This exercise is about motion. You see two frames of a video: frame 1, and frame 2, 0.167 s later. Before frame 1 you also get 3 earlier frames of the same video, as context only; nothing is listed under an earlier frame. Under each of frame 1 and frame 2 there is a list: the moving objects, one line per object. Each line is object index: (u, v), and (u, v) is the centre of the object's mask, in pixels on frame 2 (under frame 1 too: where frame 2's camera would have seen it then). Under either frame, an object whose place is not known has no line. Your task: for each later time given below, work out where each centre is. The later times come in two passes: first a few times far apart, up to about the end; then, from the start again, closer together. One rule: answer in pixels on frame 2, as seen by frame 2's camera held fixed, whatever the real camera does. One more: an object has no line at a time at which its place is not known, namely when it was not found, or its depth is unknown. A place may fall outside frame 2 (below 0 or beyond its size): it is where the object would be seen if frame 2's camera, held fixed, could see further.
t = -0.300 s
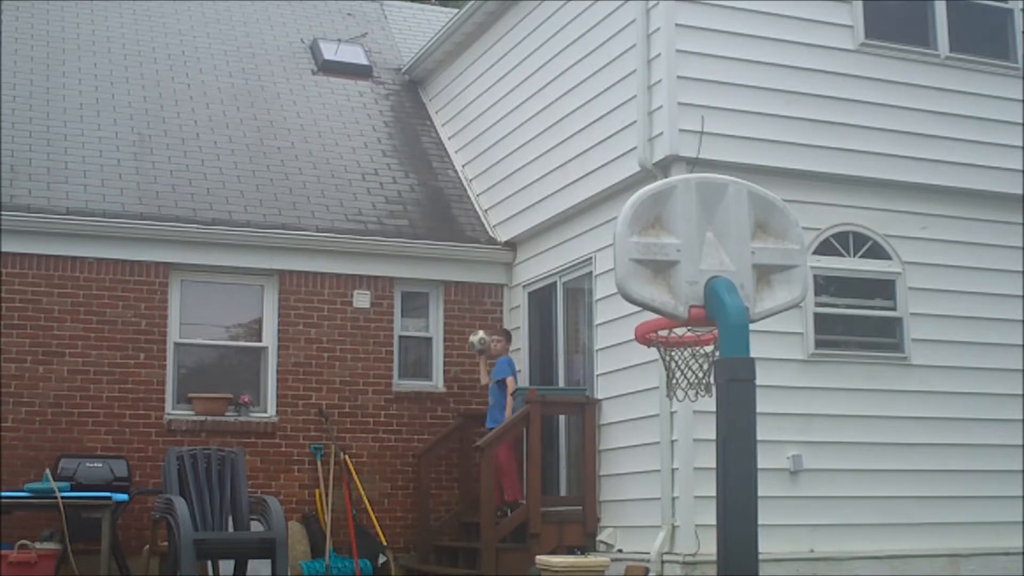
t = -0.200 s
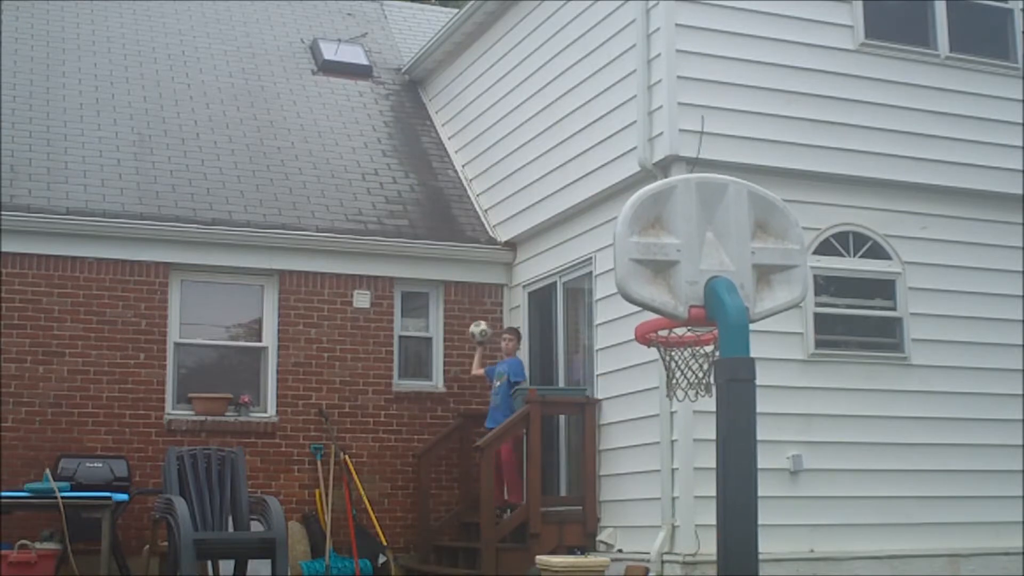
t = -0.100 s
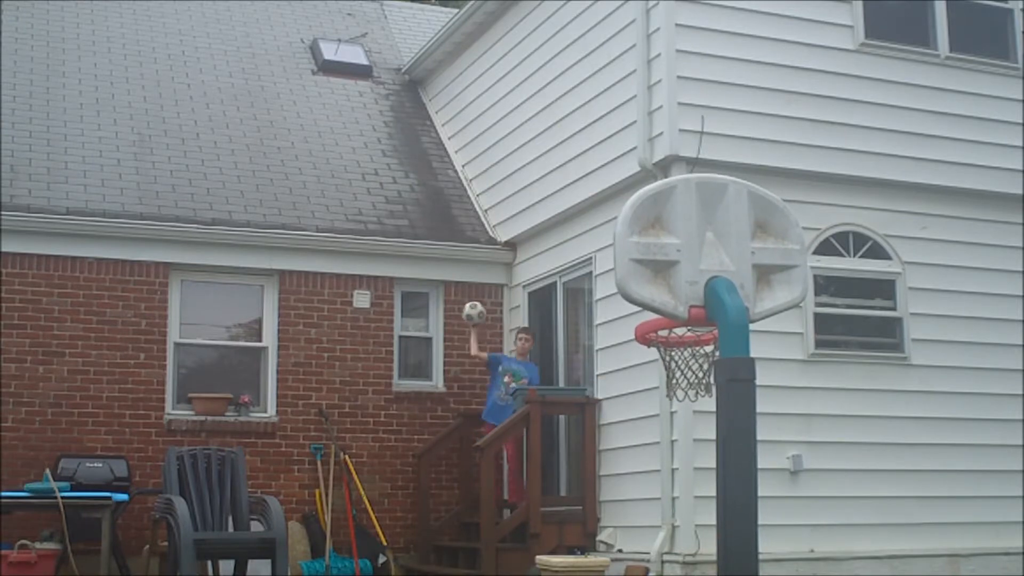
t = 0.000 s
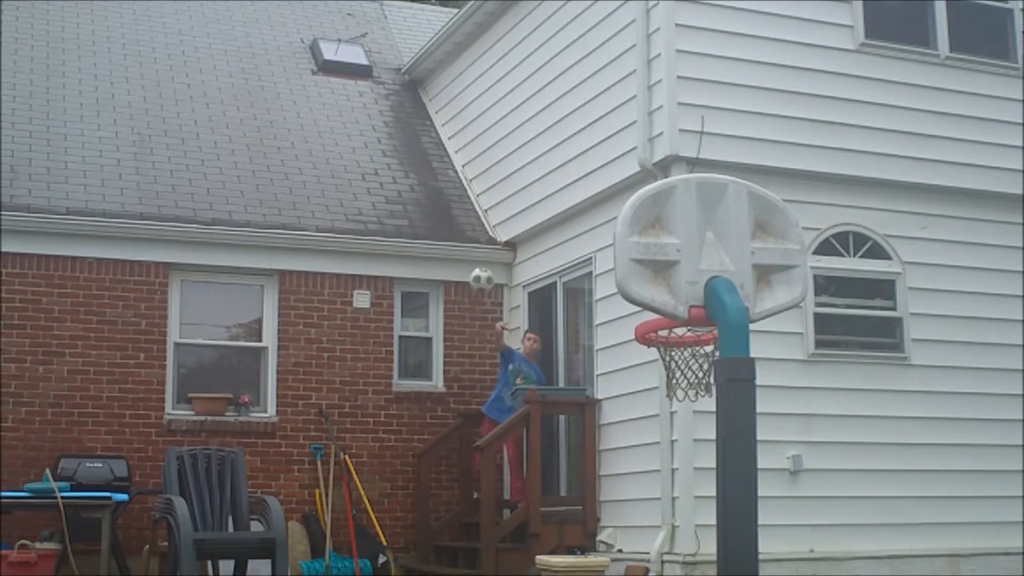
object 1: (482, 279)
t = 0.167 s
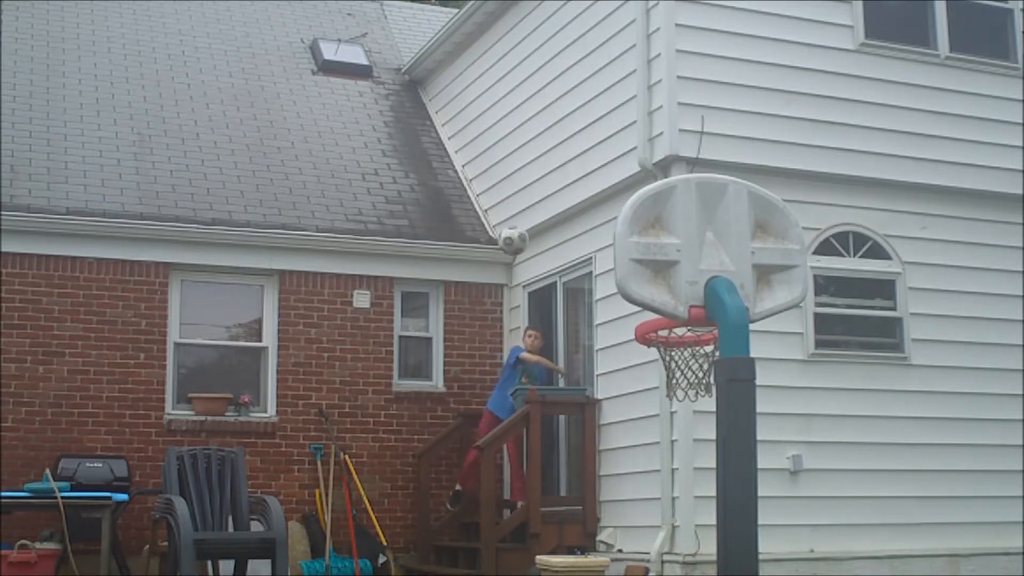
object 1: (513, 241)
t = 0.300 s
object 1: (551, 228)
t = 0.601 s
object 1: (685, 337)
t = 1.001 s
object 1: (681, 331)
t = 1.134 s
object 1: (693, 354)
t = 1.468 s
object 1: (691, 559)
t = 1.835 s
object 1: (687, 564)
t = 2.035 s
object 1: (685, 564)
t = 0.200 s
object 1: (521, 236)
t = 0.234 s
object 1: (530, 232)
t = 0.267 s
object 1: (540, 229)
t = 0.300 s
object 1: (551, 228)
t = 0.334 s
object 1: (563, 229)
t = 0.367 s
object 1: (576, 231)
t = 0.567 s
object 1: (693, 333)
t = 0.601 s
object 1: (685, 337)
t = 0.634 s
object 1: (674, 330)
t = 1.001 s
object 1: (681, 331)
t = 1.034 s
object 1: (686, 335)
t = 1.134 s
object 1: (693, 354)
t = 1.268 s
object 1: (693, 403)
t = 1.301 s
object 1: (694, 418)
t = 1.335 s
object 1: (692, 443)
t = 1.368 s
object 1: (692, 469)
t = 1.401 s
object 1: (691, 499)
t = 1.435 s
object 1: (692, 530)
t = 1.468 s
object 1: (691, 559)
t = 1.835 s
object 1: (687, 564)
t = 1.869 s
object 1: (687, 560)
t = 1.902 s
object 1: (686, 558)
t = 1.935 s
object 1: (686, 557)
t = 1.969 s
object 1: (686, 558)
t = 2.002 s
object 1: (685, 560)
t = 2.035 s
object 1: (685, 564)
